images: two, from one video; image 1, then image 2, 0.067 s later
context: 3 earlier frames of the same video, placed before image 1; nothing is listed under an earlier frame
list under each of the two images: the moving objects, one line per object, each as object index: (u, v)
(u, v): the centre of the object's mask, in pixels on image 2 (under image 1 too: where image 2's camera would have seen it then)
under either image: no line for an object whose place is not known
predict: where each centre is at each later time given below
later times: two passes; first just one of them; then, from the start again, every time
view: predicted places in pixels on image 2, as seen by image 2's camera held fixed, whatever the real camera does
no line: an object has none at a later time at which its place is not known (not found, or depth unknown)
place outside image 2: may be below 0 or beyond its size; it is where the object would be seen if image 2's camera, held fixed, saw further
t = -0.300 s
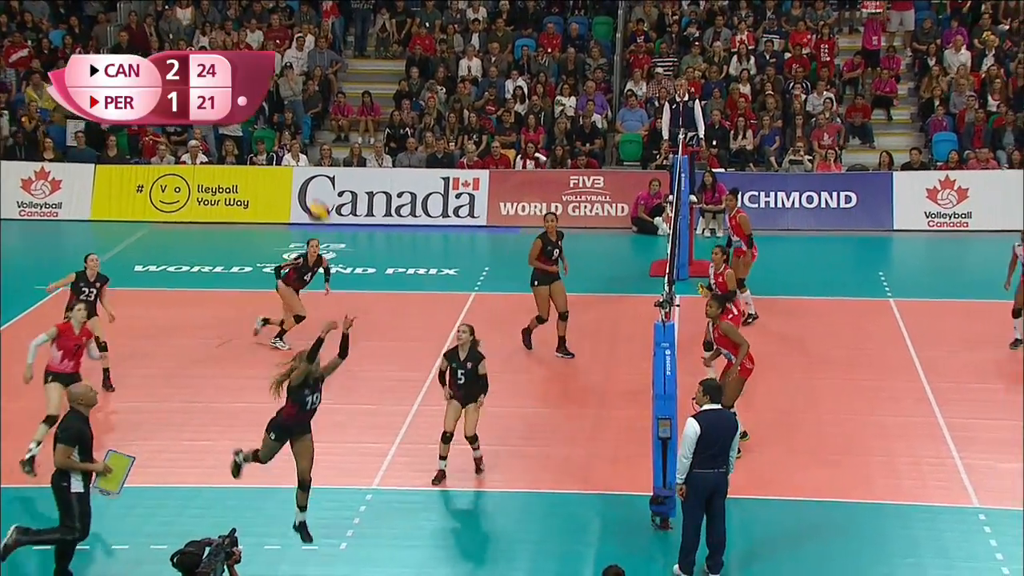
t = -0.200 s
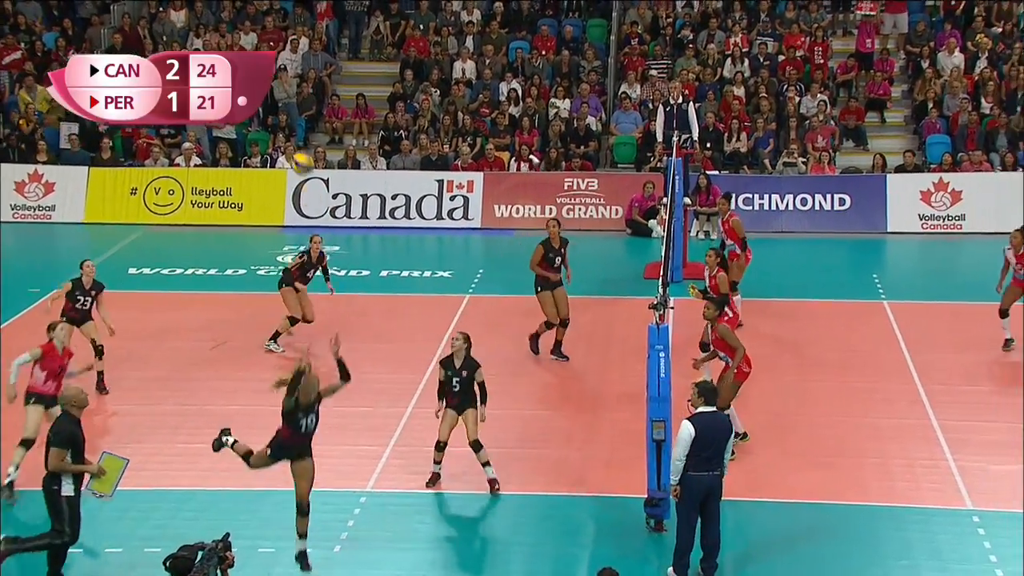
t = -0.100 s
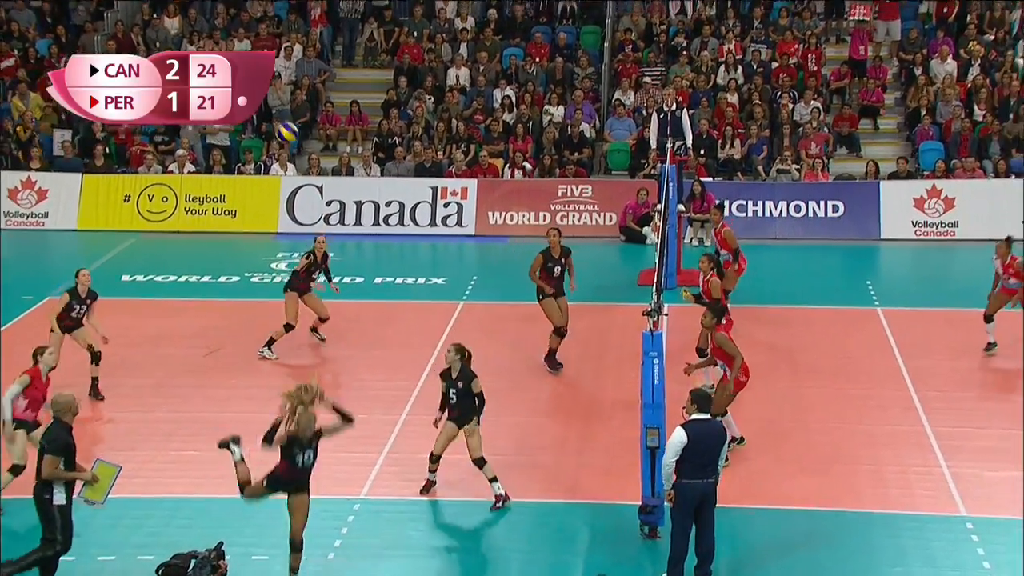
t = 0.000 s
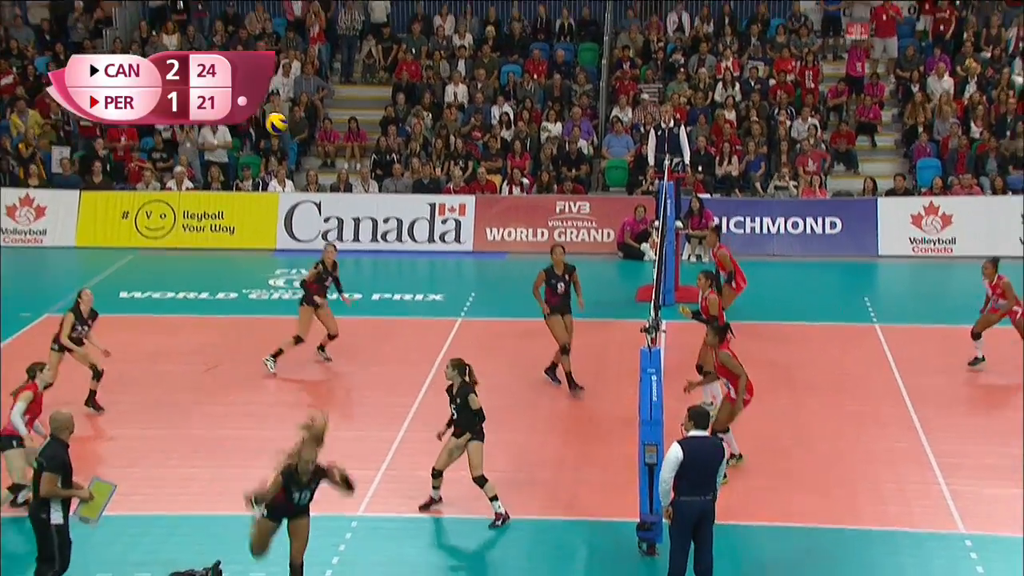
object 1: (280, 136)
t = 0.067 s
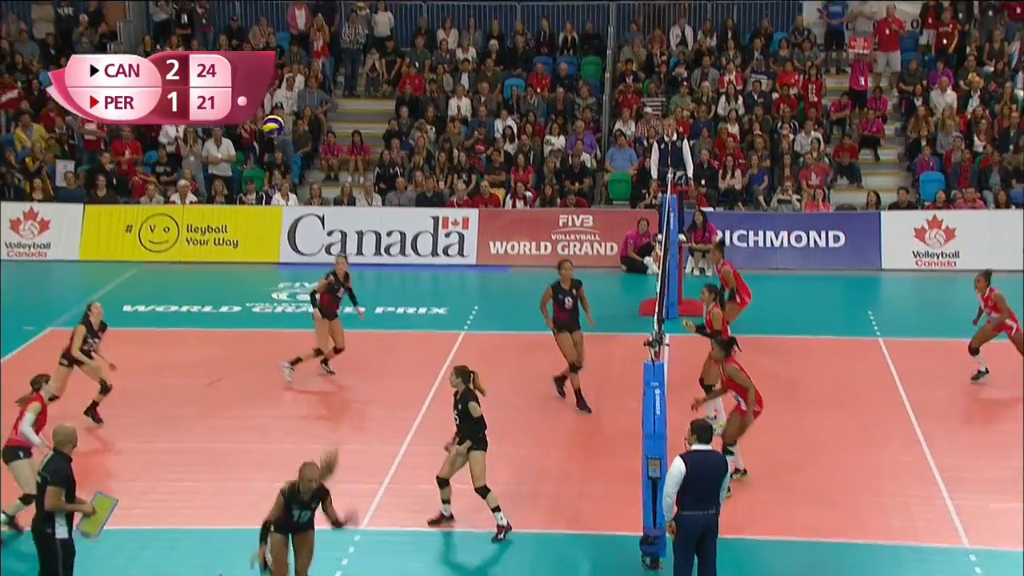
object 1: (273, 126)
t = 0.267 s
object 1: (260, 121)
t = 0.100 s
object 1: (271, 123)
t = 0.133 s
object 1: (268, 121)
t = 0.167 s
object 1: (266, 120)
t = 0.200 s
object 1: (264, 120)
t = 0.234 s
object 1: (262, 121)
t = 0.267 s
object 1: (260, 121)
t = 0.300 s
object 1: (258, 123)
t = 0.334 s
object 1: (256, 128)
